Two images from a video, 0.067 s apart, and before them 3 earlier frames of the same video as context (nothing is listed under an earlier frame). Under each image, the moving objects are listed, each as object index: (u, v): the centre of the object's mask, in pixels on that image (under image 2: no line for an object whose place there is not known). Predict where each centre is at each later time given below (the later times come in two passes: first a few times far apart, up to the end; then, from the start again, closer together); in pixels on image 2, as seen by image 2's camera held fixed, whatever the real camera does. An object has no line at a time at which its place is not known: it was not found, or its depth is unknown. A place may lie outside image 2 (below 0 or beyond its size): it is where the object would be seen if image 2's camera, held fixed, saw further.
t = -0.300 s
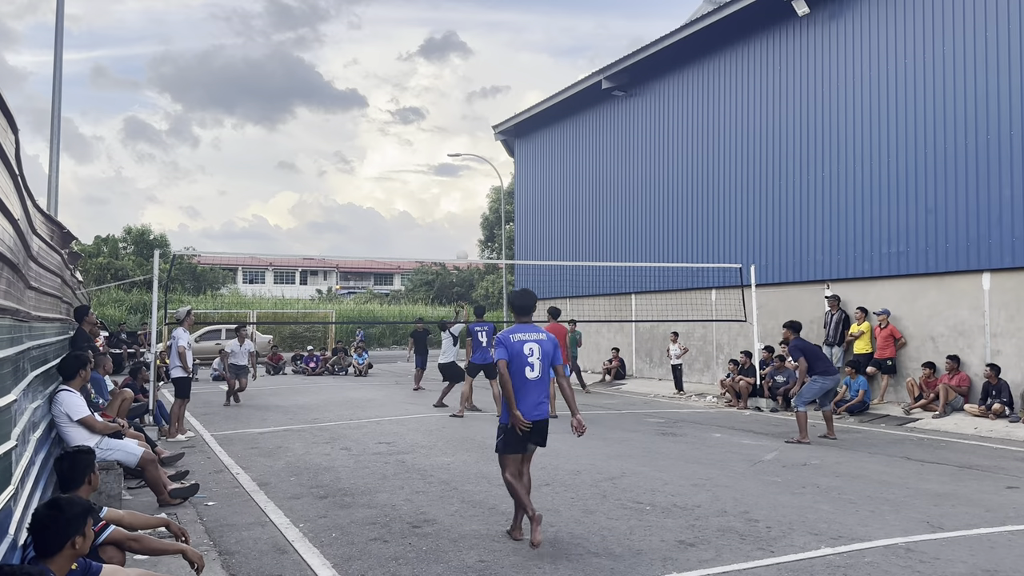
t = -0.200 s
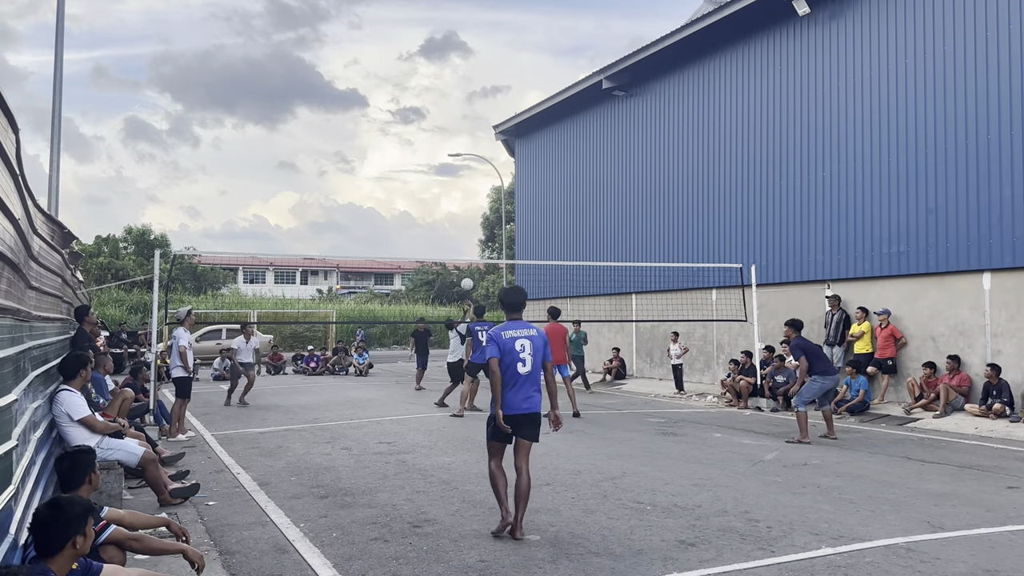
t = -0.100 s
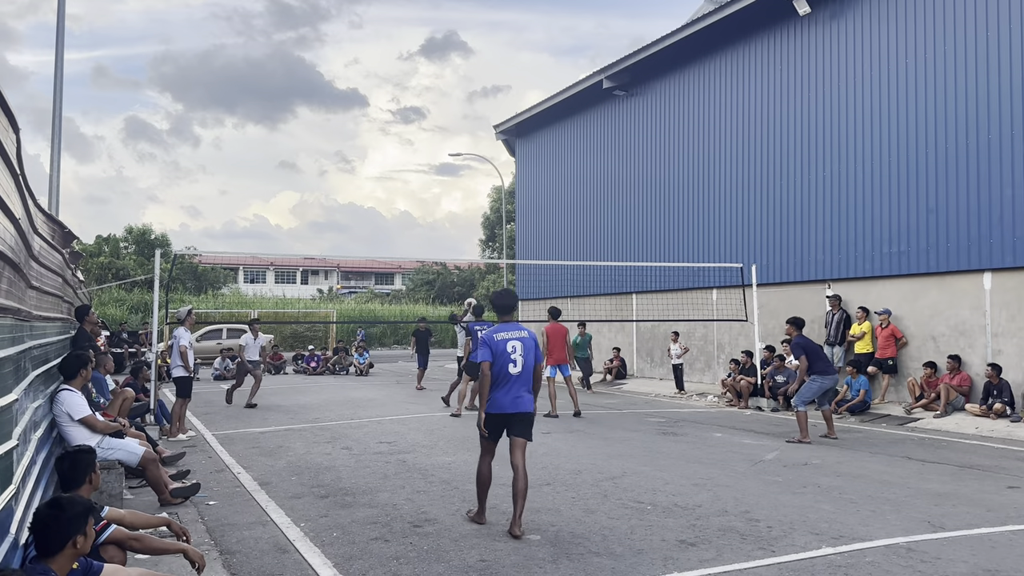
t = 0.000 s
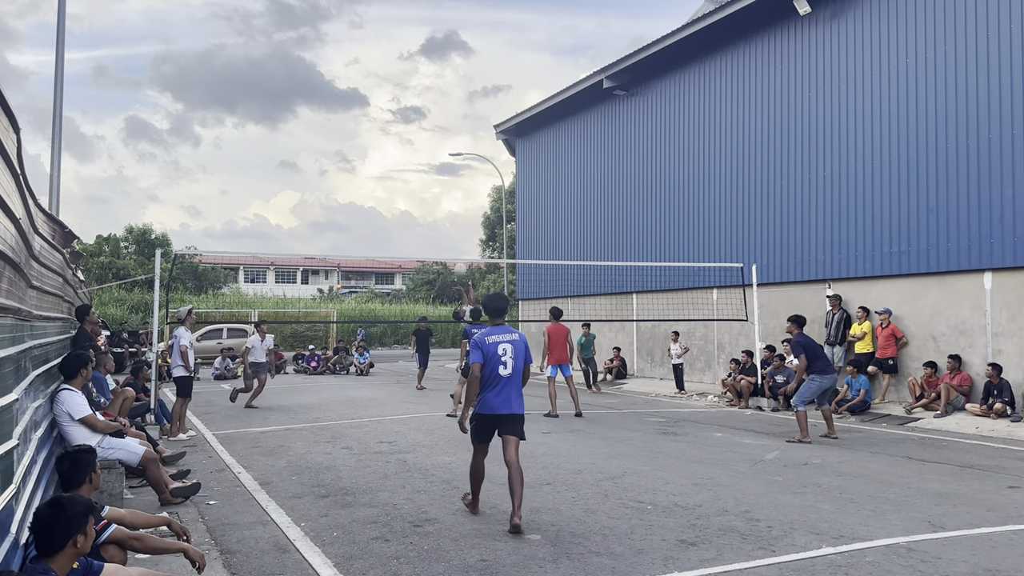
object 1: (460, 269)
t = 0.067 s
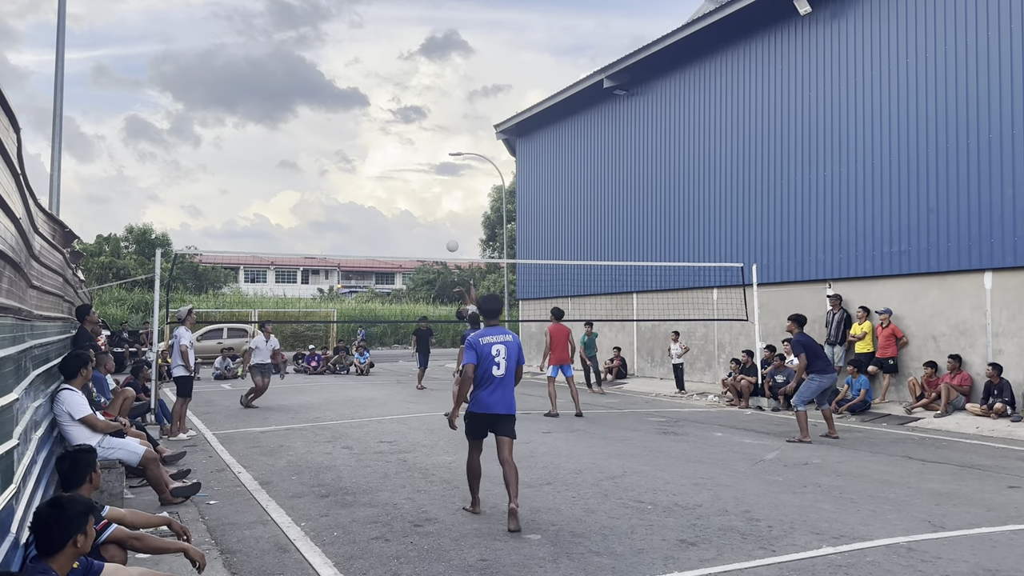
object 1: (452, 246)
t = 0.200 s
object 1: (436, 206)
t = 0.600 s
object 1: (385, 154)
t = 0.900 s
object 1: (346, 180)
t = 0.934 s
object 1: (342, 187)
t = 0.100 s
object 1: (448, 235)
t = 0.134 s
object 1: (444, 225)
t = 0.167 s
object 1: (440, 215)
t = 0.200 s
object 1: (436, 206)
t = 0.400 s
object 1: (411, 168)
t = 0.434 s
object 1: (407, 164)
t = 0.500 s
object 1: (398, 158)
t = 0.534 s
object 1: (394, 156)
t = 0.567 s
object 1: (390, 155)
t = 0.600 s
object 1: (385, 154)
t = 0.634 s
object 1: (381, 154)
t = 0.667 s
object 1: (377, 155)
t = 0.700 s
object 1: (372, 157)
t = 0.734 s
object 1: (368, 159)
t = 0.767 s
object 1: (364, 162)
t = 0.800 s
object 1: (359, 165)
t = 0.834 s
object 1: (355, 170)
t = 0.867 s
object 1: (351, 175)
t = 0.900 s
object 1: (346, 180)
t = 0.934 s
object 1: (342, 187)
